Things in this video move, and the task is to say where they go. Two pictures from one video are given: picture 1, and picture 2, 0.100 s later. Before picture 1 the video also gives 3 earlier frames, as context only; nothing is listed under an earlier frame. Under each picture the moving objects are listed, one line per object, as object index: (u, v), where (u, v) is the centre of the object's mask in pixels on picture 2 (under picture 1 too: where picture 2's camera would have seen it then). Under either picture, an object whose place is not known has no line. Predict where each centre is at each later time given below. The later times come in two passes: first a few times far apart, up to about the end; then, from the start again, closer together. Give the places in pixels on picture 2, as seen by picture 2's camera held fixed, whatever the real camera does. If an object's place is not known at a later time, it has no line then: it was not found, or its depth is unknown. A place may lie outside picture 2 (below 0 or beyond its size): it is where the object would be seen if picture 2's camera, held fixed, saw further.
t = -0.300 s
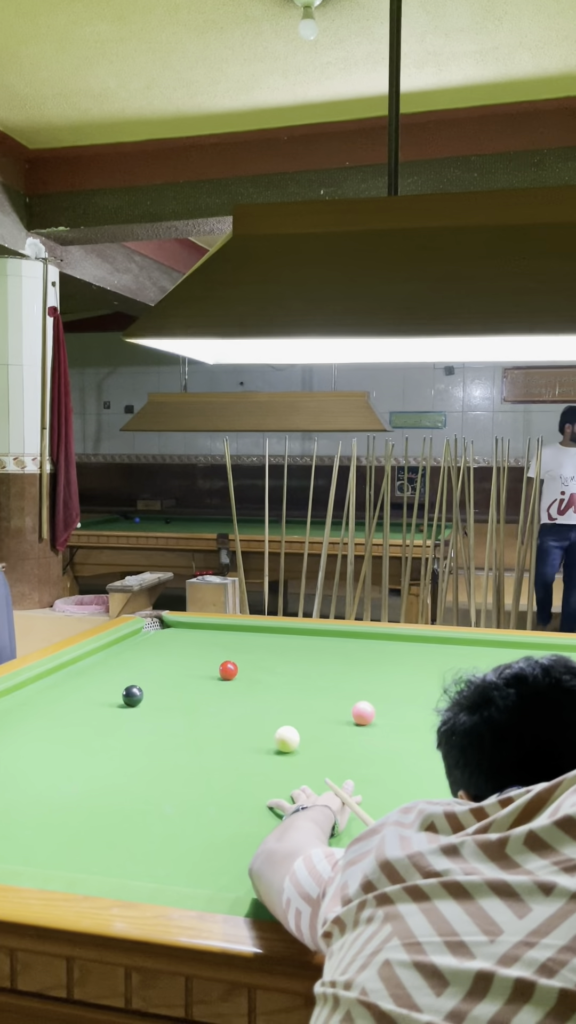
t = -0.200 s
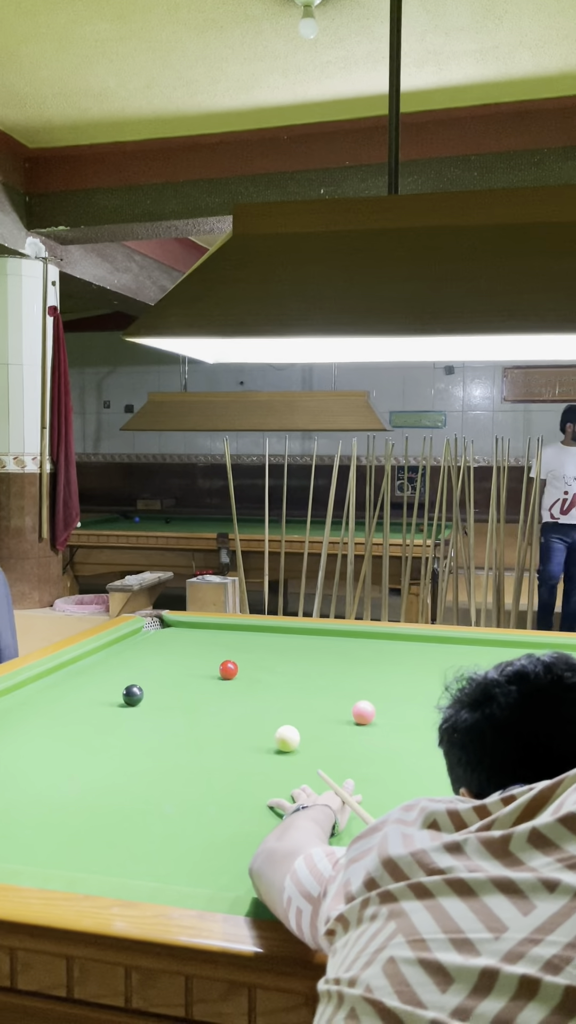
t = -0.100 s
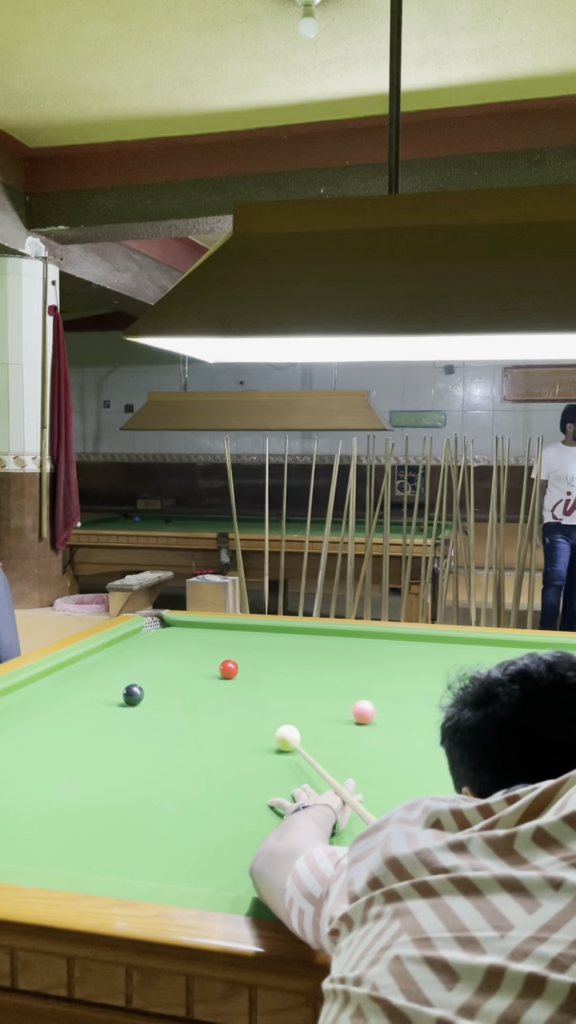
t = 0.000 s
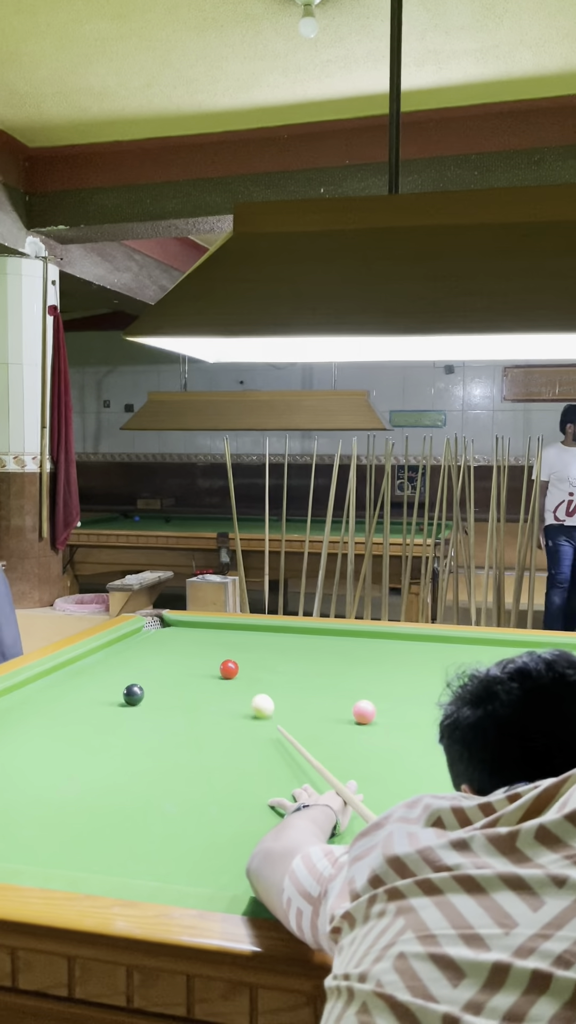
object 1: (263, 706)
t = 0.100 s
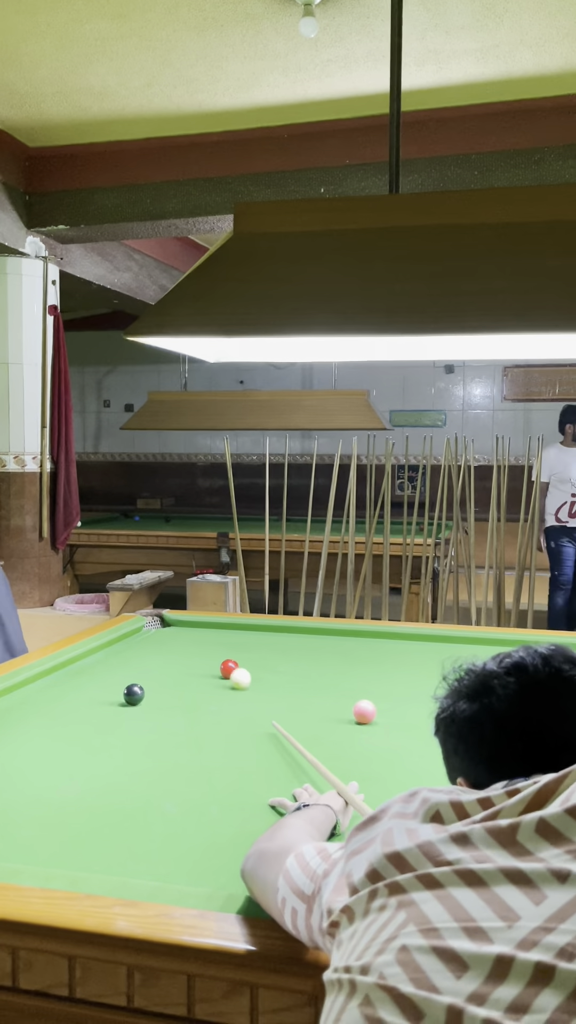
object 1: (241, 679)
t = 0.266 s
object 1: (248, 669)
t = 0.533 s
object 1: (258, 657)
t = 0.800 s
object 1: (267, 647)
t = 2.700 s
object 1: (282, 647)
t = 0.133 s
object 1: (237, 673)
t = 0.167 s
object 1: (240, 672)
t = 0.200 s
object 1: (243, 672)
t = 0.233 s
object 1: (246, 670)
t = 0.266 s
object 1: (248, 669)
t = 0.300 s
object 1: (249, 667)
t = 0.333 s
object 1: (251, 666)
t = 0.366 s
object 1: (252, 664)
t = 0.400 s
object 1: (253, 663)
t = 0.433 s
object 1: (255, 661)
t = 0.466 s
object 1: (256, 660)
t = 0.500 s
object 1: (257, 658)
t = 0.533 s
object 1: (258, 657)
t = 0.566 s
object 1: (259, 656)
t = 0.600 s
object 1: (261, 654)
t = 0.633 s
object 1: (262, 653)
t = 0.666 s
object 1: (263, 652)
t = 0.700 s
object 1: (264, 650)
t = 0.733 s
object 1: (265, 649)
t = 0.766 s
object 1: (266, 648)
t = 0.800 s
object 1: (267, 647)
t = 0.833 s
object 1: (268, 646)
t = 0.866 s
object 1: (269, 645)
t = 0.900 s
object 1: (270, 644)
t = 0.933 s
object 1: (269, 640)
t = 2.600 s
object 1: (284, 646)
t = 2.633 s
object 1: (283, 646)
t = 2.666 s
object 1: (283, 647)
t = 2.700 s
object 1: (282, 647)
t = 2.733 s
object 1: (282, 647)
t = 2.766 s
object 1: (282, 648)
